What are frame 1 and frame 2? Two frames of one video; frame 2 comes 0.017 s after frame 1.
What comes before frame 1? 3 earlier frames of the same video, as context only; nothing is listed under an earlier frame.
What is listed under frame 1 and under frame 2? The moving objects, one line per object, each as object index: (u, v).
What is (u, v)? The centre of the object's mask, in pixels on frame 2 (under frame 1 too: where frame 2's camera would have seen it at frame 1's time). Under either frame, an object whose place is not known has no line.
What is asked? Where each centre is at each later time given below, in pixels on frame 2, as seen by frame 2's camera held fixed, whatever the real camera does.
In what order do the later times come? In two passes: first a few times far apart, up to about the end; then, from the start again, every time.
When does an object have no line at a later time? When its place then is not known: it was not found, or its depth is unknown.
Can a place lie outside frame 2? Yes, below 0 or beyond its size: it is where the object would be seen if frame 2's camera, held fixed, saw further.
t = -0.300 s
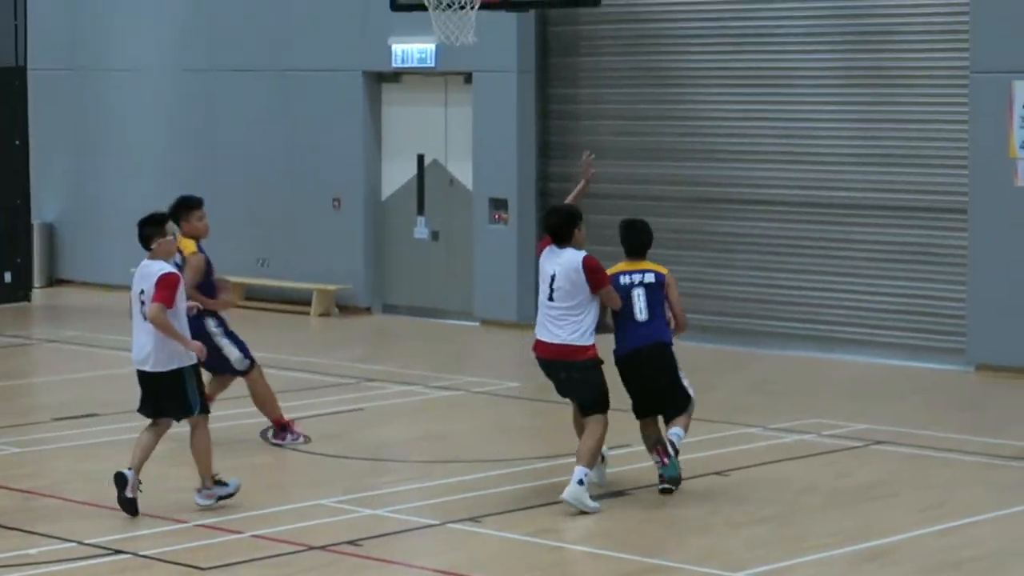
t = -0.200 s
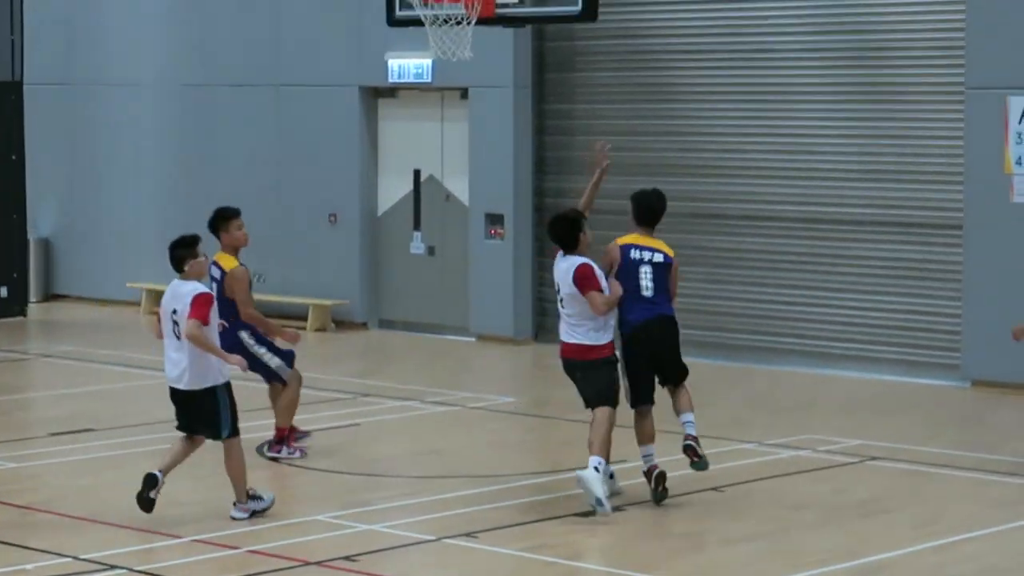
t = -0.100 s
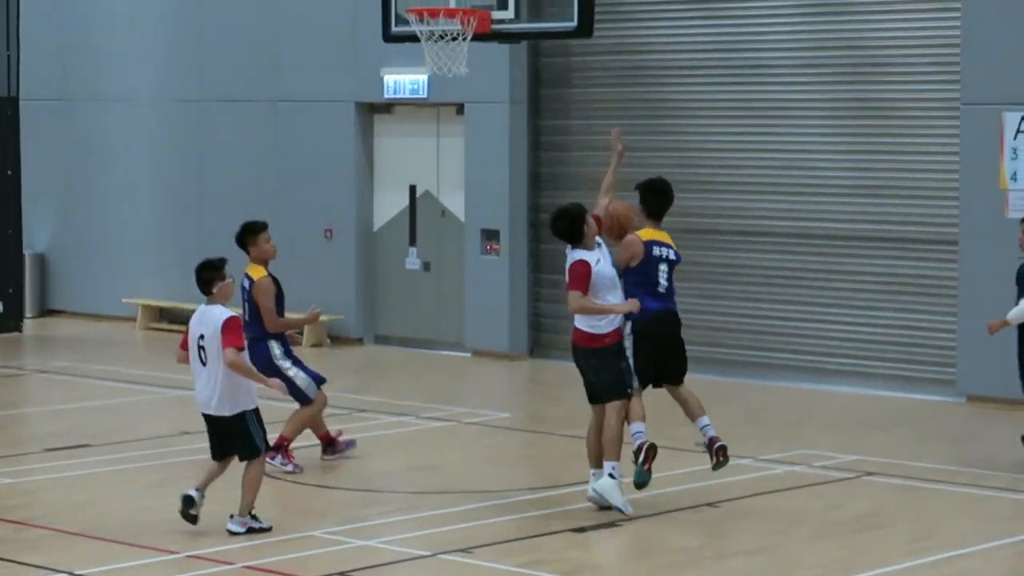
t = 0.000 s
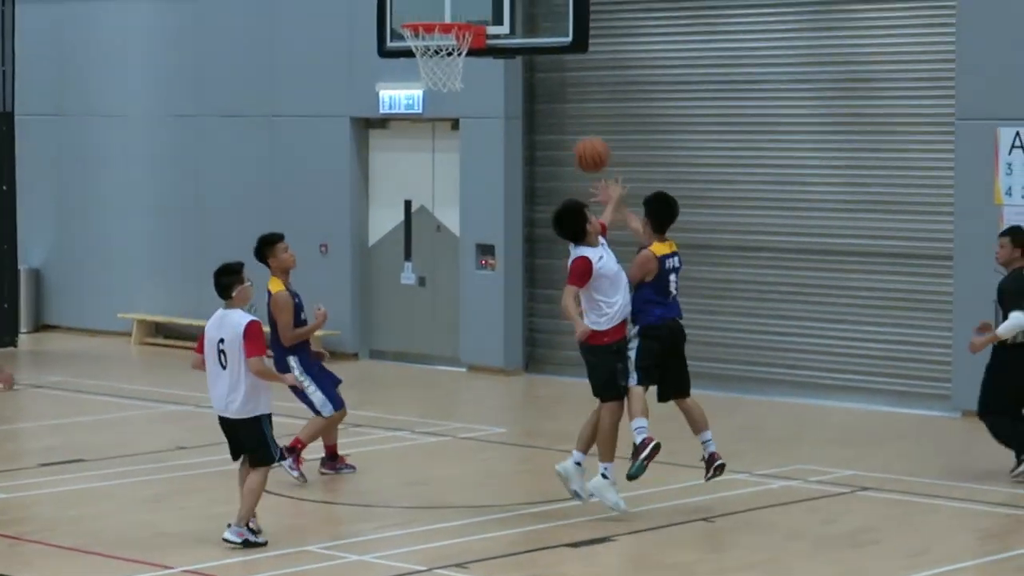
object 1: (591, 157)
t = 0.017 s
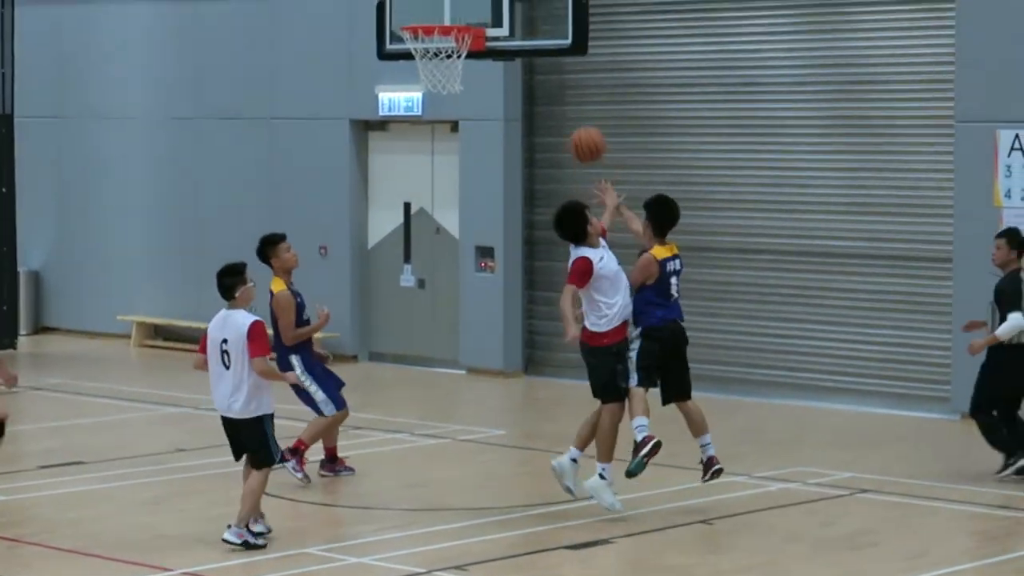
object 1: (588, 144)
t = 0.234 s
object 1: (548, 33)
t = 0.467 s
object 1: (494, 0)
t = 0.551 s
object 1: (473, 9)
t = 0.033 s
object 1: (584, 133)
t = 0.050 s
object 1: (582, 123)
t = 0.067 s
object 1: (578, 112)
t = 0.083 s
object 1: (575, 102)
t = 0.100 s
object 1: (572, 92)
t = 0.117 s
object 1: (569, 84)
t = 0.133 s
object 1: (566, 75)
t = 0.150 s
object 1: (563, 67)
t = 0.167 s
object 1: (560, 61)
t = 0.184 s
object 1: (556, 53)
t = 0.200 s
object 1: (554, 45)
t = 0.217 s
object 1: (551, 39)
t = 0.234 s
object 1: (548, 33)
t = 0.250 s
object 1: (545, 28)
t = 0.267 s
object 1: (542, 23)
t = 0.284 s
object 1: (539, 19)
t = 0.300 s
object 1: (536, 15)
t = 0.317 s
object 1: (532, 11)
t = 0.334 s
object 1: (528, 8)
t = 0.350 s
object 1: (524, 6)
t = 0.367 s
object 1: (519, 4)
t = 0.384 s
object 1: (515, 2)
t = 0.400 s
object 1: (510, 1)
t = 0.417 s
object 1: (507, 0)
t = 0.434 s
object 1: (502, 0)
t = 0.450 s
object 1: (498, 0)
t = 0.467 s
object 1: (494, 0)
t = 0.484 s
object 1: (489, 1)
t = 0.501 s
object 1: (485, 2)
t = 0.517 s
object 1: (481, 4)
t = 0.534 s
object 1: (476, 6)
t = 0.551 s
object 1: (473, 9)
